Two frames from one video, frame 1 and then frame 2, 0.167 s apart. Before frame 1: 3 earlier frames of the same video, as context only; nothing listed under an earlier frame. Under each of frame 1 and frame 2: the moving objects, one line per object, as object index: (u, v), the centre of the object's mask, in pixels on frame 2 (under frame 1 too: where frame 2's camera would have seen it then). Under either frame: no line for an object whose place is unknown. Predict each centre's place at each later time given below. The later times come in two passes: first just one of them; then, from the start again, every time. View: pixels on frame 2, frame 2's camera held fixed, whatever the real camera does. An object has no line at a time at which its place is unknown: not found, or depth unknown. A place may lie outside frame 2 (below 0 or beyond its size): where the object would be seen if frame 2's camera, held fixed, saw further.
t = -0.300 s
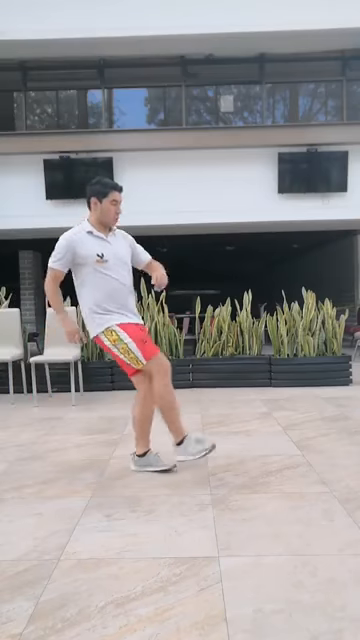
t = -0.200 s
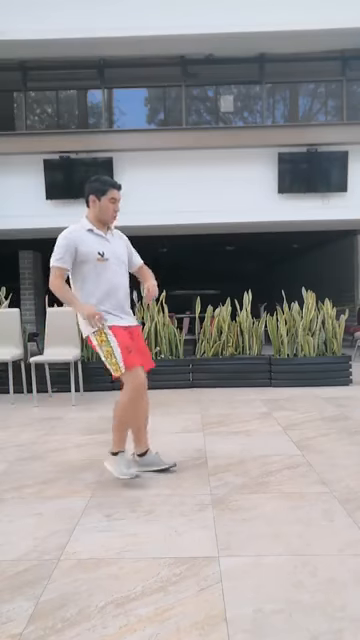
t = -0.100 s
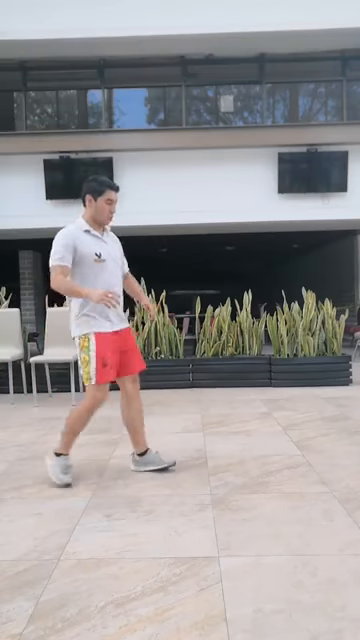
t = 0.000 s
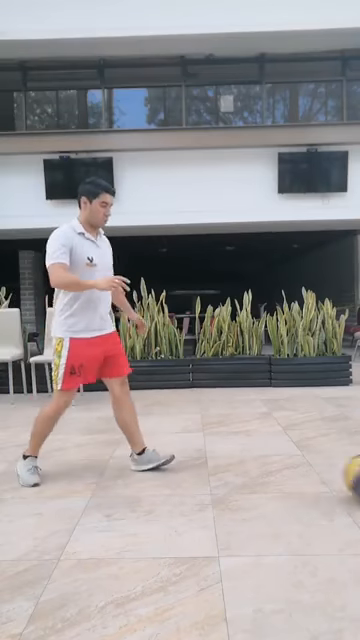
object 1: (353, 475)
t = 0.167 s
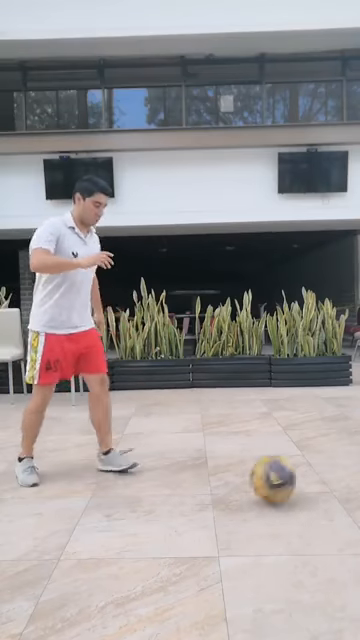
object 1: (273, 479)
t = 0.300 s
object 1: (197, 482)
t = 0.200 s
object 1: (254, 479)
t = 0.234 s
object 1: (235, 483)
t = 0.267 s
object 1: (216, 482)
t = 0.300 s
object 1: (197, 482)
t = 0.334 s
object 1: (179, 484)
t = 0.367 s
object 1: (160, 485)
